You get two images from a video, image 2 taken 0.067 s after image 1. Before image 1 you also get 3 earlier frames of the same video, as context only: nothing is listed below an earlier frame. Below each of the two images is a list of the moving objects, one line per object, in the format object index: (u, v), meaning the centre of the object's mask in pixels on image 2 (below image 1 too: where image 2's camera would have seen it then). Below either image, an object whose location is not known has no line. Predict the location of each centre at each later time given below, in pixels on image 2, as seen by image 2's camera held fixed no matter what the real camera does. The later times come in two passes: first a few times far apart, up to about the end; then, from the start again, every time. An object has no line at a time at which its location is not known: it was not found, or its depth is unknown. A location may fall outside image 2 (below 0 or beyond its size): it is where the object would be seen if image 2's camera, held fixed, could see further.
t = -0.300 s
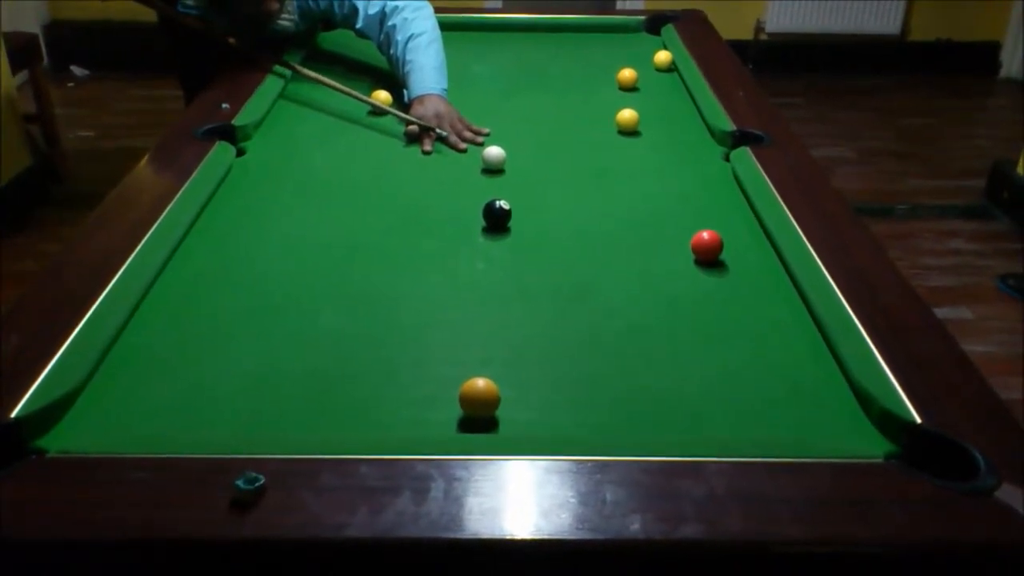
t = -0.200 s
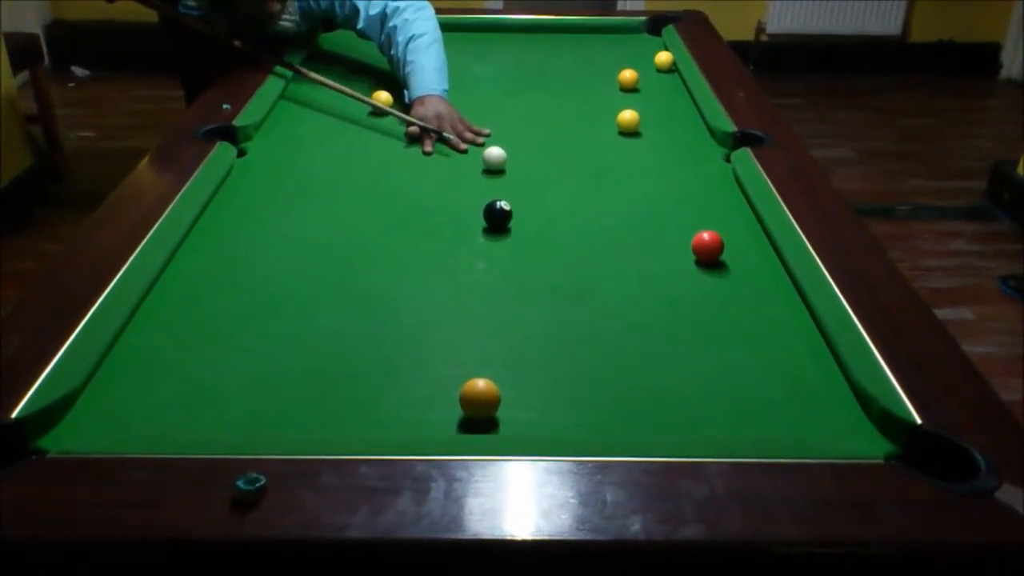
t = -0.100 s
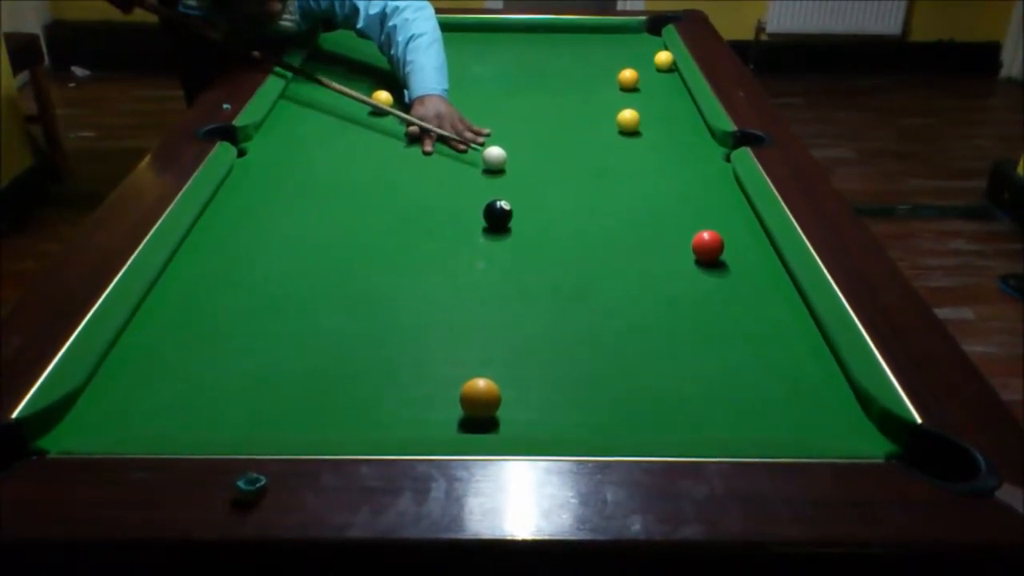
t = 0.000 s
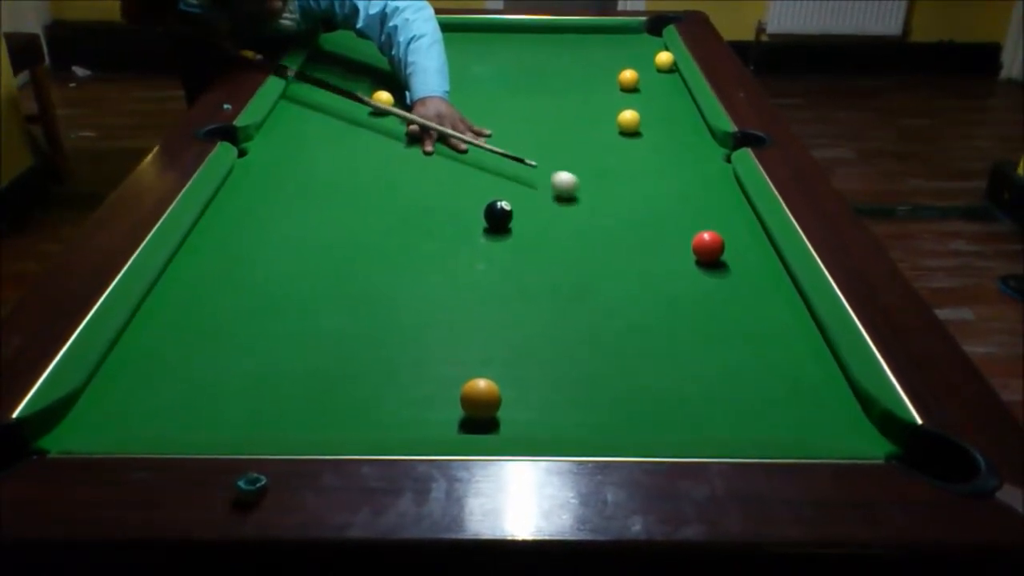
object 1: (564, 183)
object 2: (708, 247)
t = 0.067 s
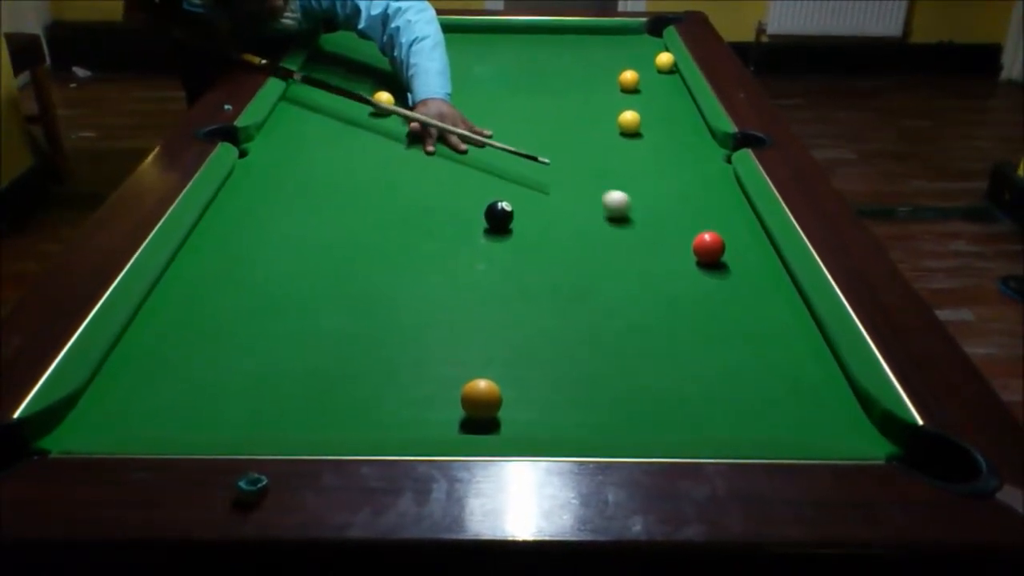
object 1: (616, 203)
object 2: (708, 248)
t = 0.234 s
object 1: (742, 234)
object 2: (726, 271)
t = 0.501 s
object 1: (658, 234)
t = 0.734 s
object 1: (574, 234)
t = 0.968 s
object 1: (495, 233)
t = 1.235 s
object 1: (409, 232)
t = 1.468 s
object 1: (339, 233)
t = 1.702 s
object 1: (274, 232)
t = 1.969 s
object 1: (205, 230)
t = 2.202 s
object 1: (241, 230)
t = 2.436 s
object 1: (278, 229)
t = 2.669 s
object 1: (309, 229)
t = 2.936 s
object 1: (339, 228)
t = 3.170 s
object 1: (360, 228)
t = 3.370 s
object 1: (373, 227)
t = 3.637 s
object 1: (386, 227)
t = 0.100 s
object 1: (643, 213)
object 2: (708, 247)
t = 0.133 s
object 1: (671, 223)
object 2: (708, 247)
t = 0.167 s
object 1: (698, 228)
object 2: (709, 248)
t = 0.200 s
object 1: (722, 231)
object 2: (718, 260)
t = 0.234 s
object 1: (742, 234)
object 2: (726, 271)
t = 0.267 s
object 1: (751, 234)
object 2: (734, 281)
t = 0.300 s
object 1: (735, 234)
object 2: (742, 291)
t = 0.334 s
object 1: (722, 234)
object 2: (749, 301)
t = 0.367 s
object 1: (709, 234)
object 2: (756, 311)
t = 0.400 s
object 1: (697, 234)
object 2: (764, 321)
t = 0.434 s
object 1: (684, 234)
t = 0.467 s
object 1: (671, 234)
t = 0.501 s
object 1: (658, 234)
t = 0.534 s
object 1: (646, 234)
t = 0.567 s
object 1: (634, 234)
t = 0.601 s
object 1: (622, 234)
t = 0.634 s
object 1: (610, 234)
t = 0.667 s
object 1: (598, 234)
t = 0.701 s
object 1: (586, 234)
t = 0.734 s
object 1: (574, 234)
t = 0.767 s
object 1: (563, 234)
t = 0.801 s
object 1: (551, 234)
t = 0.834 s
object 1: (540, 234)
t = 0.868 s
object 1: (528, 234)
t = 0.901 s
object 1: (517, 233)
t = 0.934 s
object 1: (505, 233)
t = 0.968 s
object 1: (495, 233)
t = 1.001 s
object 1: (484, 233)
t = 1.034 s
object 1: (473, 233)
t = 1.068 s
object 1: (462, 233)
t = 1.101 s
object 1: (451, 233)
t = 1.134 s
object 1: (440, 233)
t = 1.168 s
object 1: (430, 233)
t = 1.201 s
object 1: (419, 233)
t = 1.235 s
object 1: (409, 232)
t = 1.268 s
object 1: (399, 233)
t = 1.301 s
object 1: (389, 233)
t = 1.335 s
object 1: (379, 232)
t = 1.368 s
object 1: (368, 232)
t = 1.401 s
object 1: (358, 232)
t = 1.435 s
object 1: (349, 233)
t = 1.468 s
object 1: (339, 233)
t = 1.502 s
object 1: (329, 232)
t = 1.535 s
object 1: (320, 232)
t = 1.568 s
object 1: (310, 232)
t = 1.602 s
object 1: (301, 232)
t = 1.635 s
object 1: (291, 232)
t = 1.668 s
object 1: (282, 232)
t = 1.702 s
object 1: (274, 232)
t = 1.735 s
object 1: (264, 231)
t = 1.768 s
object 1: (255, 231)
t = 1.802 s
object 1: (247, 231)
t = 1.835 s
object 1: (238, 231)
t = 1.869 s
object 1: (230, 231)
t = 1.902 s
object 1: (221, 231)
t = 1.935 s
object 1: (213, 231)
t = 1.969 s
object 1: (205, 230)
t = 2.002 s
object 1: (206, 230)
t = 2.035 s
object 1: (212, 230)
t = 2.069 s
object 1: (218, 230)
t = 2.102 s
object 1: (224, 230)
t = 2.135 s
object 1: (230, 230)
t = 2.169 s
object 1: (235, 230)
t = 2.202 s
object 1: (241, 230)
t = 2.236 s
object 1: (246, 230)
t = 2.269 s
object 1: (252, 230)
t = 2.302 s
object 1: (257, 230)
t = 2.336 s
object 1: (263, 230)
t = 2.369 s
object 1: (268, 230)
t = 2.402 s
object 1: (273, 230)
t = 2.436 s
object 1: (278, 229)
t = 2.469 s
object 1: (282, 229)
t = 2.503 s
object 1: (287, 229)
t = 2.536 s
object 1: (292, 229)
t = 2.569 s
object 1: (296, 229)
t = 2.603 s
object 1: (301, 229)
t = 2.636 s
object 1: (305, 229)
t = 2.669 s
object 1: (309, 229)
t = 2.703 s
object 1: (313, 229)
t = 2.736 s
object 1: (318, 229)
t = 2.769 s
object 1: (321, 229)
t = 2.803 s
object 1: (325, 228)
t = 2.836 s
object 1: (329, 229)
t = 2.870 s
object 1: (332, 229)
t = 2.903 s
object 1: (336, 229)
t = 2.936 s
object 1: (339, 228)
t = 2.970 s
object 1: (342, 228)
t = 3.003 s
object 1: (346, 228)
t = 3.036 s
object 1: (349, 228)
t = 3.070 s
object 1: (352, 228)
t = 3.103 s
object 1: (355, 228)
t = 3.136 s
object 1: (358, 228)
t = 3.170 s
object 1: (360, 228)
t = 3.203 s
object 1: (363, 228)
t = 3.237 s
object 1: (365, 227)
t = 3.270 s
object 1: (367, 227)
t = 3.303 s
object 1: (369, 227)
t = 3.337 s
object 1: (371, 227)
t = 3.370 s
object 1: (373, 227)
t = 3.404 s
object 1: (375, 227)
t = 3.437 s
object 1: (377, 227)
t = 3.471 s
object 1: (379, 227)
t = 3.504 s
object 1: (381, 227)
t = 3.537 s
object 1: (382, 227)
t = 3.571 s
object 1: (384, 227)
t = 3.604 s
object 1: (385, 227)
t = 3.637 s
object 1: (386, 227)
